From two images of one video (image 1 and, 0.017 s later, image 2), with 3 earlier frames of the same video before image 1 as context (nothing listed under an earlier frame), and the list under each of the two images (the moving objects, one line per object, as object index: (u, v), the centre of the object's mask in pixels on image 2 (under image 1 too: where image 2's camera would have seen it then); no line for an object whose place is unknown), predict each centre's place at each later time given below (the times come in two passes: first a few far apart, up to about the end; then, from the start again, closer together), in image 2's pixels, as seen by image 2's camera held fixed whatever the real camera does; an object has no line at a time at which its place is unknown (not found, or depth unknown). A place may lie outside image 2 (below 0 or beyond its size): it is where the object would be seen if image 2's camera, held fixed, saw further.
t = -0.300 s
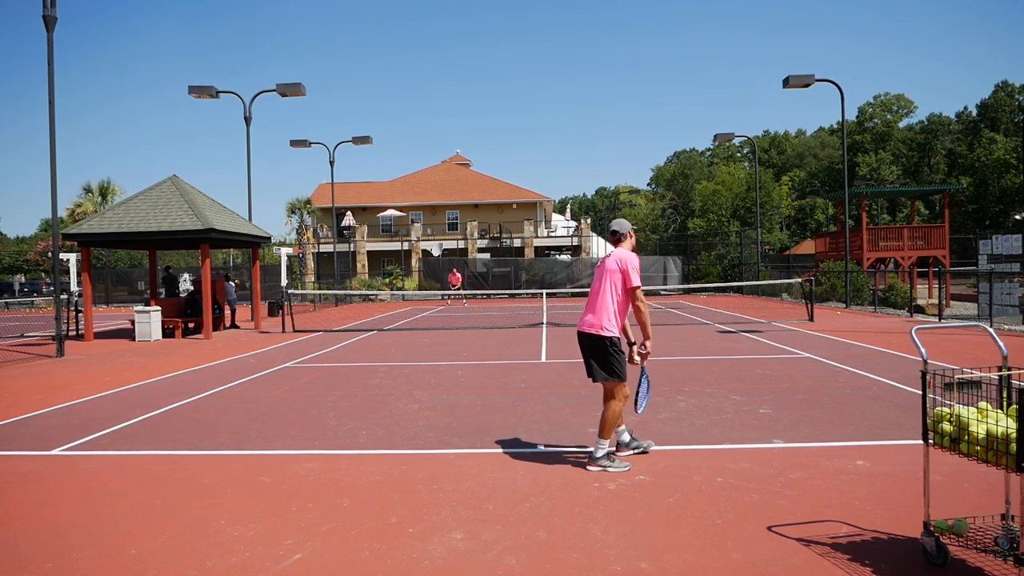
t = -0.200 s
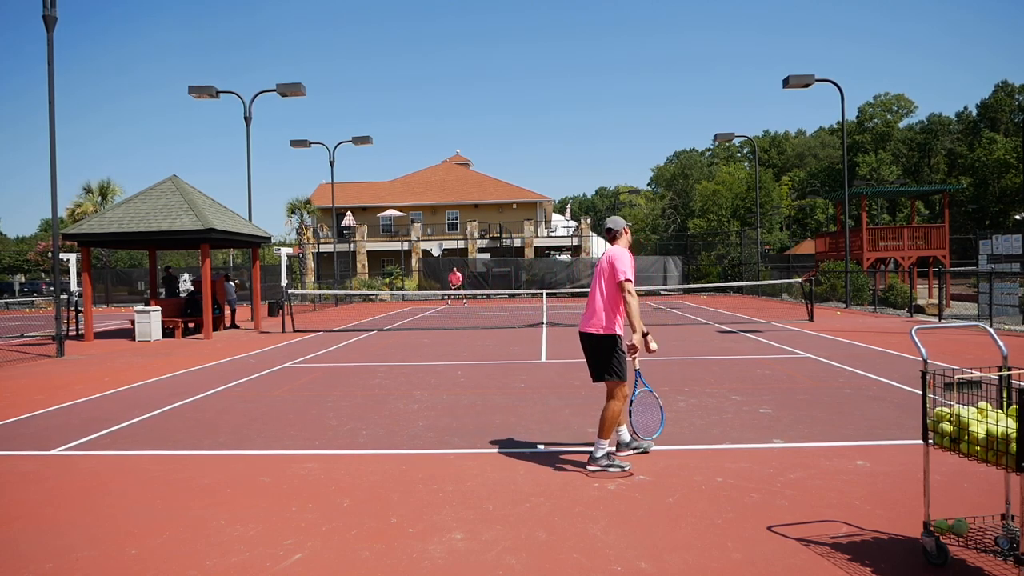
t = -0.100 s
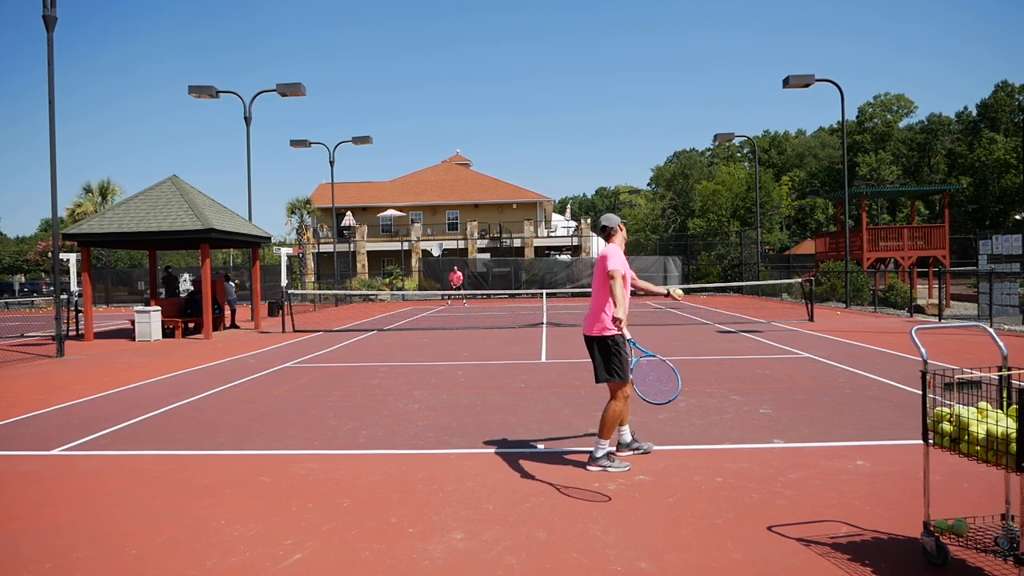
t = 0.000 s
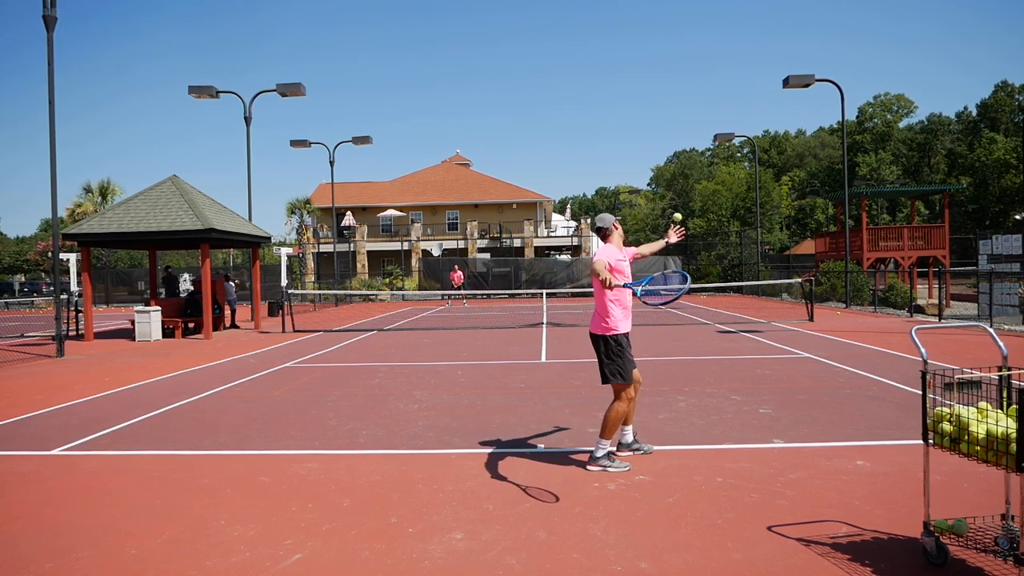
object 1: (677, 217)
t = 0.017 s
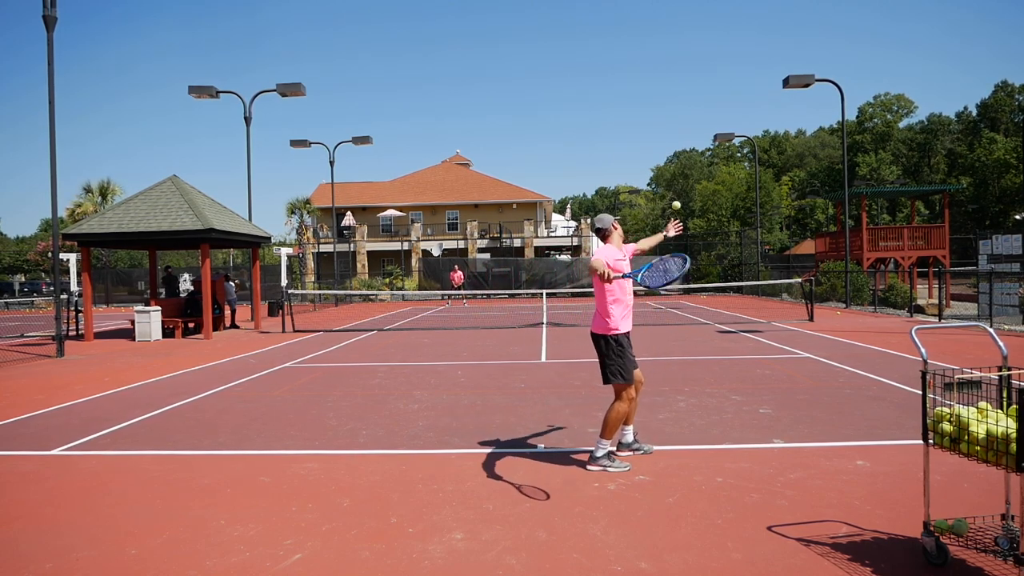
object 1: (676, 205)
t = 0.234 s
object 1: (662, 84)
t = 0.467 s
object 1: (648, 20)
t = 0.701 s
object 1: (637, 21)
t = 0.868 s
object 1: (629, 61)
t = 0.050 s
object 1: (673, 182)
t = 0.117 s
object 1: (669, 142)
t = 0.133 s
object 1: (668, 132)
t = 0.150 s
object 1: (667, 123)
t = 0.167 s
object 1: (666, 115)
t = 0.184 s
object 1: (665, 107)
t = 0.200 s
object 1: (664, 99)
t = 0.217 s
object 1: (663, 91)
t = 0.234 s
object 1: (662, 84)
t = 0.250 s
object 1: (661, 78)
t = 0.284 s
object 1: (659, 65)
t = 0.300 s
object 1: (658, 59)
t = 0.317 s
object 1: (657, 54)
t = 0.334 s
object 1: (656, 49)
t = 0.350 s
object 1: (655, 44)
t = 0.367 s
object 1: (653, 39)
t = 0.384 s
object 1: (653, 36)
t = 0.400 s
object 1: (652, 32)
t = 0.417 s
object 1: (651, 29)
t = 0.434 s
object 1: (650, 25)
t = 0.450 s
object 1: (649, 22)
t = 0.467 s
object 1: (648, 20)
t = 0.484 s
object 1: (647, 18)
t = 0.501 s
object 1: (646, 17)
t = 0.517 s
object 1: (646, 15)
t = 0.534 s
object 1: (645, 14)
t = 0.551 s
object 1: (644, 13)
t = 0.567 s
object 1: (643, 13)
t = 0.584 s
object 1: (642, 13)
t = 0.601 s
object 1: (641, 13)
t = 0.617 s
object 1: (641, 14)
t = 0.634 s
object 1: (640, 15)
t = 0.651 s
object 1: (639, 16)
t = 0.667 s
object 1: (638, 18)
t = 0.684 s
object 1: (637, 19)
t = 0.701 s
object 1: (637, 21)
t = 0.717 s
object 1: (636, 24)
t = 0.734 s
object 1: (635, 27)
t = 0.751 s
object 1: (634, 30)
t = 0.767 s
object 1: (633, 33)
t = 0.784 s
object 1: (633, 37)
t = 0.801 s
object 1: (632, 41)
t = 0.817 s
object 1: (631, 46)
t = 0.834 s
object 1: (631, 51)
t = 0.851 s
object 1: (630, 56)
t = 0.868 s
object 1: (629, 61)
